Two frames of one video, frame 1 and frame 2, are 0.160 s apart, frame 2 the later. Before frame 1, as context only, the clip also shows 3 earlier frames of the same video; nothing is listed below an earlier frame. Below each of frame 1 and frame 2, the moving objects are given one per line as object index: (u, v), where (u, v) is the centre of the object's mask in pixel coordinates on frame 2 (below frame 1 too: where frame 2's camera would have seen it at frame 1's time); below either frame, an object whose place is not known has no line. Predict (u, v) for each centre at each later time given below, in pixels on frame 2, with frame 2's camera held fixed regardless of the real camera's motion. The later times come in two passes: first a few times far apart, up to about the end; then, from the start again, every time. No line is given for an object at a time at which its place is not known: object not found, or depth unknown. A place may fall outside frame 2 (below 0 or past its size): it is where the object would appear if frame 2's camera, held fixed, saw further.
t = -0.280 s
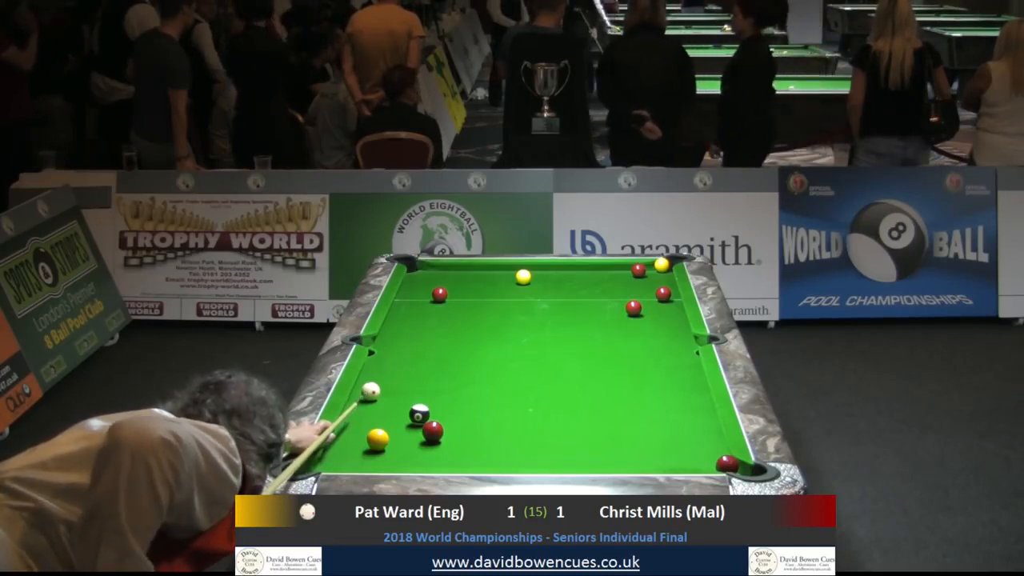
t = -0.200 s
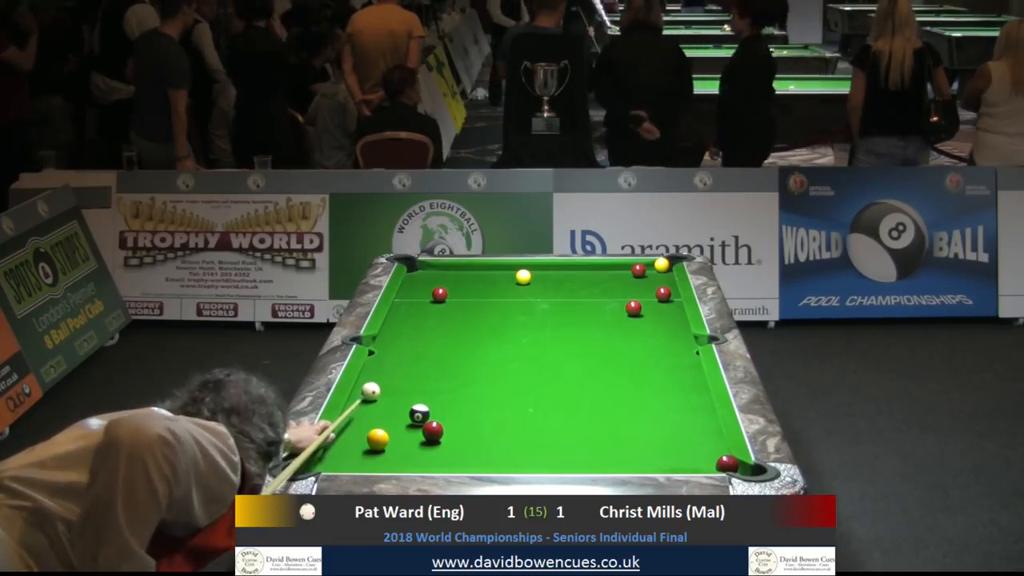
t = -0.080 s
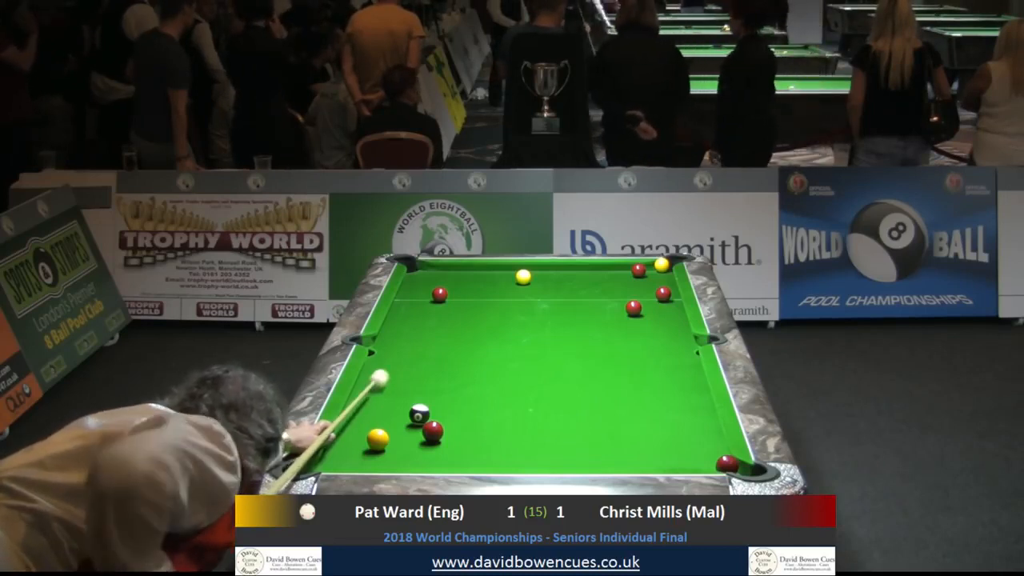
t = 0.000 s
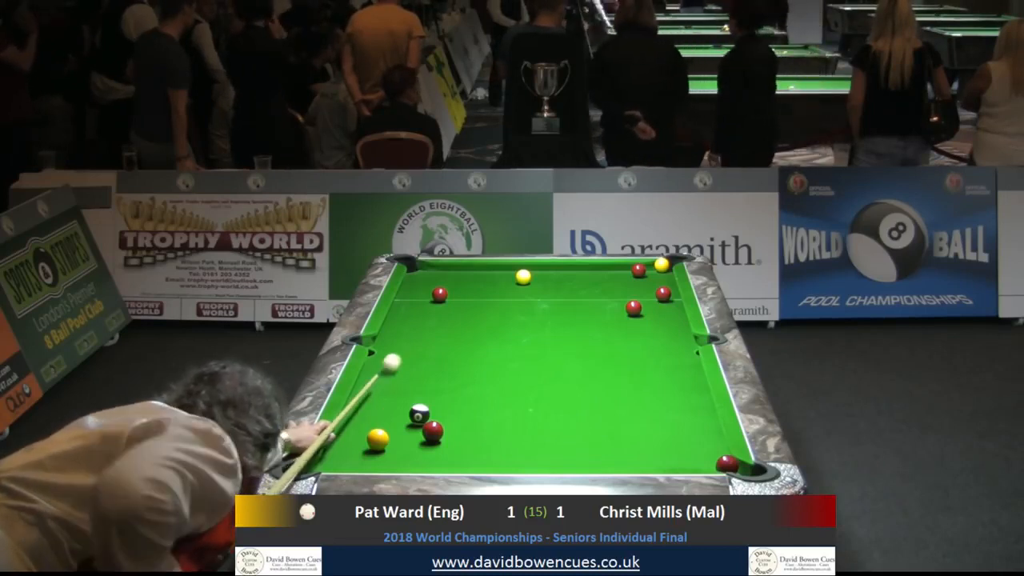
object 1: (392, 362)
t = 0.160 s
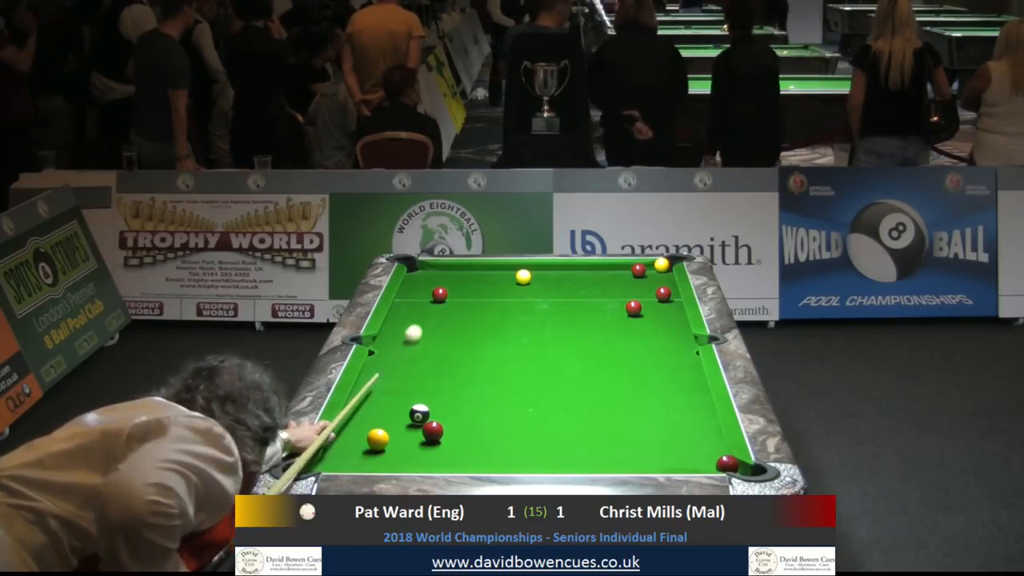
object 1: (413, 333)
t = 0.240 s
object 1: (423, 320)
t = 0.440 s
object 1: (444, 299)
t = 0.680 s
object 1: (464, 294)
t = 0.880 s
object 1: (480, 289)
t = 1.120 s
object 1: (497, 283)
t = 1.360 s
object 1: (511, 279)
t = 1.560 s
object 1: (510, 278)
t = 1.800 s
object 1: (509, 277)
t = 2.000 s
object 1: (509, 277)
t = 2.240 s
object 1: (509, 277)
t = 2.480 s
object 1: (509, 277)
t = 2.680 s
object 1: (509, 277)
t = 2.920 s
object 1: (509, 277)
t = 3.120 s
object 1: (509, 277)
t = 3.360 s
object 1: (509, 277)
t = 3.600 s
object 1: (509, 277)
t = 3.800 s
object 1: (509, 277)
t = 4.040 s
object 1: (509, 277)
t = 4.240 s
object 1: (509, 277)
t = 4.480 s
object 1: (509, 277)
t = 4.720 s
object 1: (509, 277)
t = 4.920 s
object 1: (509, 277)
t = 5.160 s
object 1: (509, 277)
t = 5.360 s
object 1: (509, 277)
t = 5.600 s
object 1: (509, 277)
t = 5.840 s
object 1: (509, 277)
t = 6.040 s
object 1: (509, 277)
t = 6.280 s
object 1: (509, 277)
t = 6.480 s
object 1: (509, 277)
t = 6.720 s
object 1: (509, 277)
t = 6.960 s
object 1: (509, 277)
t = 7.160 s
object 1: (509, 277)
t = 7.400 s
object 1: (509, 277)
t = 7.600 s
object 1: (509, 277)
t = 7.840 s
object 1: (509, 277)
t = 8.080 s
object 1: (509, 277)
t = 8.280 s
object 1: (509, 277)
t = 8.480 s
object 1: (509, 277)
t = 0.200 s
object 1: (418, 326)
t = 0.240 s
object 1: (423, 320)
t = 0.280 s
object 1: (428, 314)
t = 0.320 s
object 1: (432, 308)
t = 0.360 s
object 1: (436, 302)
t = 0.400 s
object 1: (440, 299)
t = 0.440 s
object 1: (444, 299)
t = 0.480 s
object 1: (447, 298)
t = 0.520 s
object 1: (451, 298)
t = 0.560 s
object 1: (454, 296)
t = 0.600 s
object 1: (458, 296)
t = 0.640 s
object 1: (461, 294)
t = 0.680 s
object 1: (464, 294)
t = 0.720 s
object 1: (468, 292)
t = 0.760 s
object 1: (471, 291)
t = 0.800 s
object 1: (474, 291)
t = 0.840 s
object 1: (477, 290)
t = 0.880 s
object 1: (480, 289)
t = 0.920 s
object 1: (483, 288)
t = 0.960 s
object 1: (486, 287)
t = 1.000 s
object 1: (489, 286)
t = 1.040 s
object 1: (492, 285)
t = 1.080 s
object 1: (494, 284)
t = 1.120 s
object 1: (497, 283)
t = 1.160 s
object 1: (500, 283)
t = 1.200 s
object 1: (502, 282)
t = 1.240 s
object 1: (505, 281)
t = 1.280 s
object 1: (508, 280)
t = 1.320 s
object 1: (510, 279)
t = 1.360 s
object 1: (511, 279)
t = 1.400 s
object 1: (510, 279)
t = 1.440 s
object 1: (510, 279)
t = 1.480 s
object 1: (510, 278)
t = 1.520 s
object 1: (510, 278)
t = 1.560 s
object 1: (510, 278)
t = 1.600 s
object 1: (510, 278)
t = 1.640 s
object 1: (509, 278)
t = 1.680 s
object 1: (509, 278)
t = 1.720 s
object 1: (509, 278)
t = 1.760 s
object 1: (509, 278)
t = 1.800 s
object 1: (509, 277)
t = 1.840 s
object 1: (509, 277)
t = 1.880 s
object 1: (509, 277)
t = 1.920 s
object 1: (509, 277)
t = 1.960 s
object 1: (509, 277)
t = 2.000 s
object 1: (509, 277)
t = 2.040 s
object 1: (509, 277)
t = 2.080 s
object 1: (509, 277)
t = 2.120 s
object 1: (509, 277)
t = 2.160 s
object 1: (509, 277)
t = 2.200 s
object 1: (509, 277)
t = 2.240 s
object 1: (509, 277)
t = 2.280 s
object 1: (509, 277)
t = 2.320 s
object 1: (509, 277)
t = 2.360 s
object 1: (509, 277)
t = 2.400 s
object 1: (509, 277)
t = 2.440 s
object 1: (509, 277)
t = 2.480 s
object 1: (509, 277)
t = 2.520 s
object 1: (509, 277)
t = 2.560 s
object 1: (509, 277)
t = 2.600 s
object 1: (509, 277)
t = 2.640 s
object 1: (509, 277)
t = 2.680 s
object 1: (509, 277)
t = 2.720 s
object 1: (509, 277)
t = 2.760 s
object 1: (509, 277)
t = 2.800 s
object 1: (509, 277)
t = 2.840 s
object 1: (509, 277)
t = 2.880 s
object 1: (509, 277)
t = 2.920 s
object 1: (509, 277)
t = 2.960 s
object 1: (509, 277)
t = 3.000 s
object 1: (509, 277)
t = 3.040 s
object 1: (509, 277)
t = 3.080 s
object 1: (509, 277)
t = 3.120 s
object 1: (509, 277)
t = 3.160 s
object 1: (509, 277)
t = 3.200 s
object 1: (509, 277)
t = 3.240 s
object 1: (509, 277)
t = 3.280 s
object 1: (509, 277)
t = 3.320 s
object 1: (509, 277)
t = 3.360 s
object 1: (509, 277)
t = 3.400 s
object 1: (509, 277)
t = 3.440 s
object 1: (509, 277)
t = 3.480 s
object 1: (509, 277)
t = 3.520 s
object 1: (509, 277)
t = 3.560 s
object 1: (509, 277)
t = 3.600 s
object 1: (509, 277)
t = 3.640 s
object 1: (509, 277)
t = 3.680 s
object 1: (509, 277)
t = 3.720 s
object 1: (509, 277)
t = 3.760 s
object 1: (509, 277)
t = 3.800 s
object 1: (509, 277)
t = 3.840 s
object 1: (509, 277)
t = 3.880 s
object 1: (509, 277)
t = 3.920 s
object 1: (509, 277)
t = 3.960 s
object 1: (509, 277)
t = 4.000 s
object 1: (509, 277)
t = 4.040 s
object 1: (509, 277)
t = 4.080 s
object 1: (509, 277)
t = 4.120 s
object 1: (509, 277)
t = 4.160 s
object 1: (509, 277)
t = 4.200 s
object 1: (509, 277)
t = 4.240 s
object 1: (509, 277)
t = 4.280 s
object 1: (509, 277)
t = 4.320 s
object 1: (509, 277)
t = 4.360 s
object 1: (509, 277)
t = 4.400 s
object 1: (509, 277)
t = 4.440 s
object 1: (509, 277)
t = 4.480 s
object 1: (509, 277)
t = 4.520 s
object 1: (509, 277)
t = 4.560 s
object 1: (509, 277)
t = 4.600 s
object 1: (509, 277)
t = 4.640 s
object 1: (509, 277)
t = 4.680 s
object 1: (509, 277)
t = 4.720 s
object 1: (509, 277)
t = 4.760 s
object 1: (509, 277)
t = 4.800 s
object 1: (509, 277)
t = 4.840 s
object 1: (509, 277)
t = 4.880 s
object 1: (509, 277)
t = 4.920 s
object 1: (509, 277)
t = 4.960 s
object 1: (509, 277)
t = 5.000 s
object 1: (509, 277)
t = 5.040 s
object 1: (509, 277)
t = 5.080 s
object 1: (509, 277)
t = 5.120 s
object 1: (509, 277)
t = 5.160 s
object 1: (509, 277)
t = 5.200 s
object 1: (509, 277)
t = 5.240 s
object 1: (509, 277)
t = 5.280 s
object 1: (509, 277)
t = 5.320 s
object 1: (509, 277)
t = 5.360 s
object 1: (509, 277)
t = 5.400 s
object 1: (509, 277)
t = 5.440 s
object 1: (509, 277)
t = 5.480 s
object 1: (509, 277)
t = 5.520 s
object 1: (509, 277)
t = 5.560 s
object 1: (509, 277)
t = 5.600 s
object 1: (509, 277)
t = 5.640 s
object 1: (509, 277)
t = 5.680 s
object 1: (509, 277)
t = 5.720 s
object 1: (509, 277)
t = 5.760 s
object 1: (509, 277)
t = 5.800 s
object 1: (509, 277)
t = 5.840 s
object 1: (509, 277)
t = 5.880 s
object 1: (509, 277)
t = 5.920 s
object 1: (509, 277)
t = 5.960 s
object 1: (509, 277)
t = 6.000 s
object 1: (509, 277)
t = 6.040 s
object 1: (509, 277)
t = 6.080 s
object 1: (509, 277)
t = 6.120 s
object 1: (509, 277)
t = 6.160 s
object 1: (509, 277)
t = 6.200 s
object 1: (509, 277)
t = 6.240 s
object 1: (509, 277)
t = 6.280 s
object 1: (509, 277)
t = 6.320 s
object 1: (509, 277)
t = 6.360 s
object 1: (509, 277)
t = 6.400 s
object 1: (509, 277)
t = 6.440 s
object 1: (509, 277)
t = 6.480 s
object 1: (509, 277)
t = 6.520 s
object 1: (509, 277)
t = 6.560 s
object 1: (509, 277)
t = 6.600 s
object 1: (509, 277)
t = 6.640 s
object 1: (509, 277)
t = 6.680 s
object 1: (509, 277)
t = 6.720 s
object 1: (509, 277)
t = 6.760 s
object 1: (509, 277)
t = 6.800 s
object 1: (509, 277)
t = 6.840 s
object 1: (509, 277)
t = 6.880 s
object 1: (509, 277)
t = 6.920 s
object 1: (509, 277)
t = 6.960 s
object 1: (509, 277)
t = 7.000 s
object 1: (509, 277)
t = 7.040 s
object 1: (509, 277)
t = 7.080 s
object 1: (509, 277)
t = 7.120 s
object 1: (509, 277)
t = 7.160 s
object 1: (509, 277)
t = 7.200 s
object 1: (509, 277)
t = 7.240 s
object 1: (509, 277)
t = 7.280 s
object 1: (509, 277)
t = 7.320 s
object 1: (509, 277)
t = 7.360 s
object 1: (509, 277)
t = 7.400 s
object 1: (509, 277)
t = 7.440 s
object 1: (509, 277)
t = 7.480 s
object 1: (509, 277)
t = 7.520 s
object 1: (509, 277)
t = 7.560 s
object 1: (509, 277)
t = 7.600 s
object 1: (509, 277)
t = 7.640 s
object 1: (509, 277)
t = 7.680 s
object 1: (509, 277)
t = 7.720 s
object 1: (509, 277)
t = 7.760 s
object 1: (509, 277)
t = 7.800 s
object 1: (509, 277)
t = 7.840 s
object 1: (509, 277)
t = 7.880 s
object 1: (509, 277)
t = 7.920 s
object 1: (509, 277)
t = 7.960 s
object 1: (509, 277)
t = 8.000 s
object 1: (509, 277)
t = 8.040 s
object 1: (509, 277)
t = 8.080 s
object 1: (509, 277)
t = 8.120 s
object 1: (509, 277)
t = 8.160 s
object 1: (509, 277)
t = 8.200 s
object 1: (509, 277)
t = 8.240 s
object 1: (509, 277)
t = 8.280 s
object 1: (509, 277)
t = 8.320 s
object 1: (509, 277)
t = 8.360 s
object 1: (509, 277)
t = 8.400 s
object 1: (509, 277)
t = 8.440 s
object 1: (509, 277)
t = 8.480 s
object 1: (509, 277)
